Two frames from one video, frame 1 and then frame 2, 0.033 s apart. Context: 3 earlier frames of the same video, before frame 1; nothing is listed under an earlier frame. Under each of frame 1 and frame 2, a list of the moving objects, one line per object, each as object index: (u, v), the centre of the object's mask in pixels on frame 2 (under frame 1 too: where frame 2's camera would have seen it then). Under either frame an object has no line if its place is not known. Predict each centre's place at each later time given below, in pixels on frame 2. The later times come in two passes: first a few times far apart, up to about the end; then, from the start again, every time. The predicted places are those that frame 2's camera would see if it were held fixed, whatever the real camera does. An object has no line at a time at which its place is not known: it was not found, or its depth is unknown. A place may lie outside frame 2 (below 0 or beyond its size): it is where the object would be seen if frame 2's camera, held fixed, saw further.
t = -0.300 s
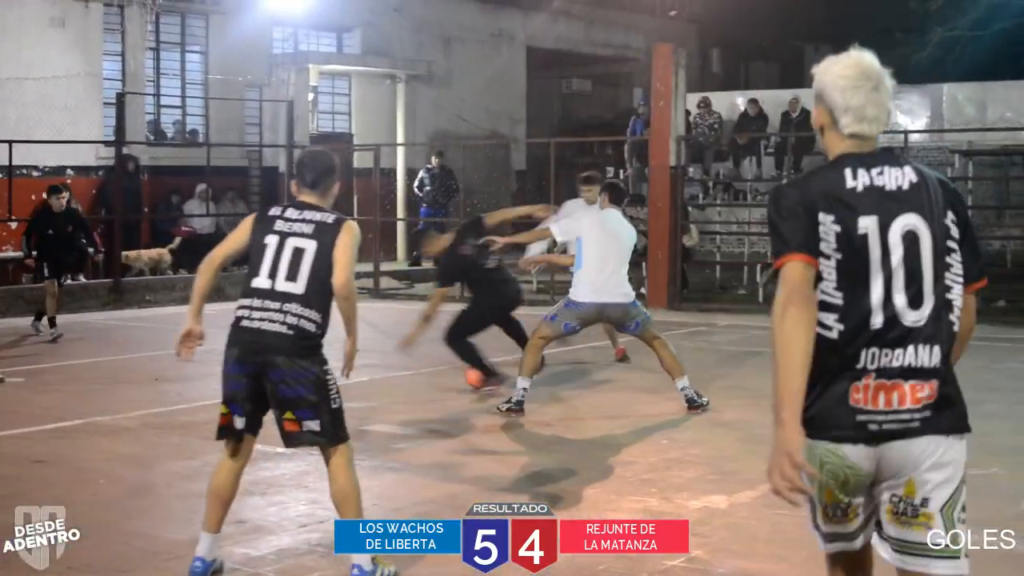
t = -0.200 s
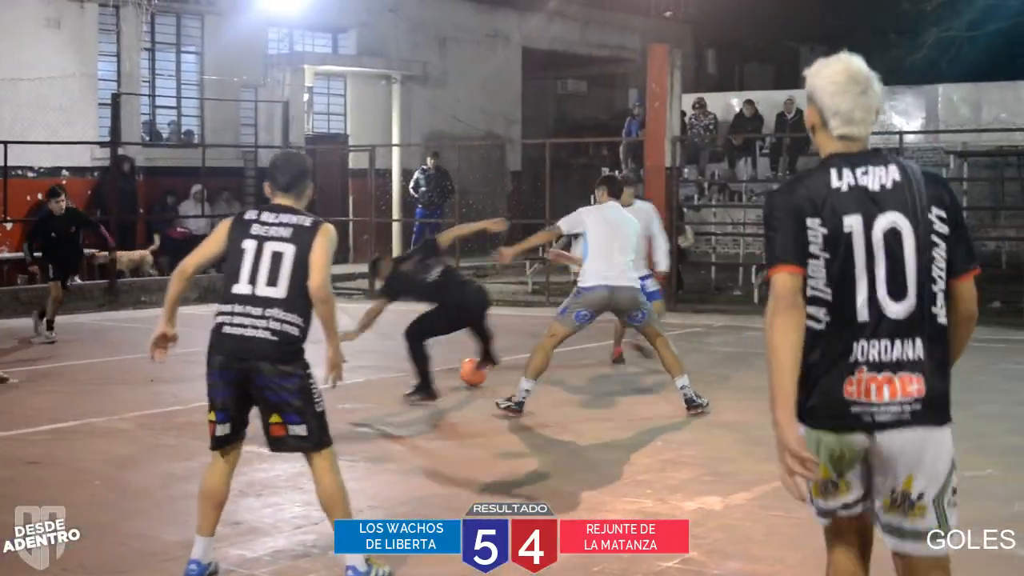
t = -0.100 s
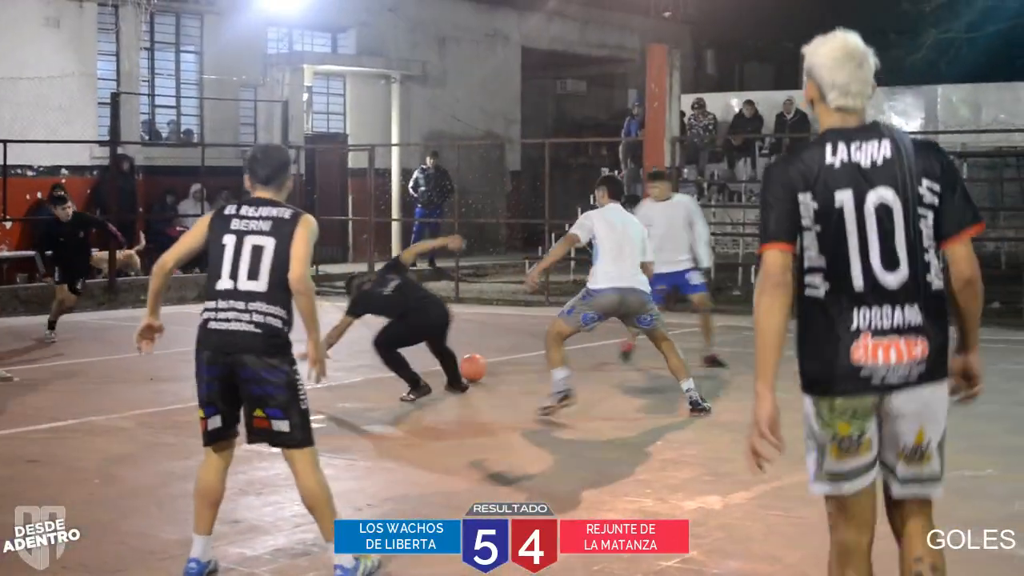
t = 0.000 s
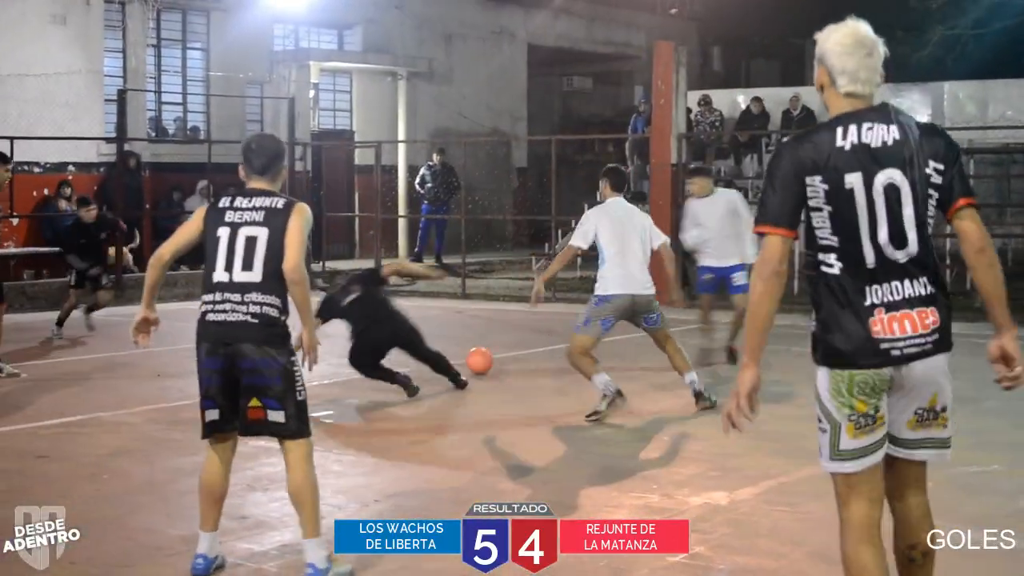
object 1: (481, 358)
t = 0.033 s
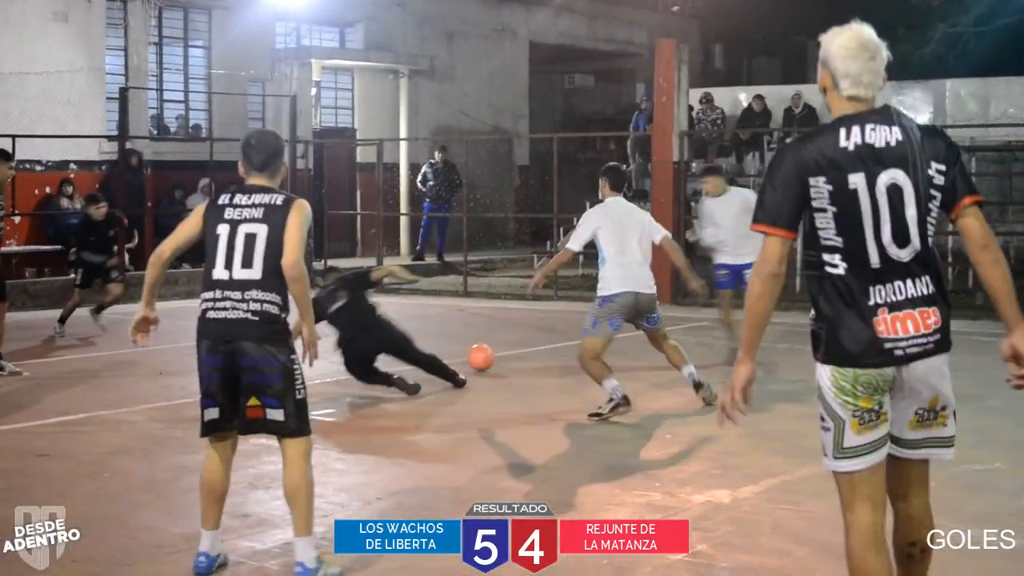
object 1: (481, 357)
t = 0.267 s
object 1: (481, 350)
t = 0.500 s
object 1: (478, 344)
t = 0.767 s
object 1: (476, 336)
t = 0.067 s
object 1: (481, 357)
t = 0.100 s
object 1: (481, 355)
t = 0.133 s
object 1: (481, 354)
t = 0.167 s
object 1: (481, 353)
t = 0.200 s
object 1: (481, 353)
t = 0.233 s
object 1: (481, 352)
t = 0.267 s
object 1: (481, 350)
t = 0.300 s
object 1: (481, 349)
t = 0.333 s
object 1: (480, 349)
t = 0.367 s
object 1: (480, 348)
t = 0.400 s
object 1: (479, 347)
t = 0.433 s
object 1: (479, 346)
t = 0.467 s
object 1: (479, 345)
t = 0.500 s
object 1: (478, 344)
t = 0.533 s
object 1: (478, 343)
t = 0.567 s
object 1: (478, 342)
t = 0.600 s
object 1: (477, 341)
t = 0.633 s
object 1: (477, 341)
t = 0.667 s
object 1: (477, 340)
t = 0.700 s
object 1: (477, 339)
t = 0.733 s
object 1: (476, 338)
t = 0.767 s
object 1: (476, 336)
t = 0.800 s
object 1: (475, 336)
